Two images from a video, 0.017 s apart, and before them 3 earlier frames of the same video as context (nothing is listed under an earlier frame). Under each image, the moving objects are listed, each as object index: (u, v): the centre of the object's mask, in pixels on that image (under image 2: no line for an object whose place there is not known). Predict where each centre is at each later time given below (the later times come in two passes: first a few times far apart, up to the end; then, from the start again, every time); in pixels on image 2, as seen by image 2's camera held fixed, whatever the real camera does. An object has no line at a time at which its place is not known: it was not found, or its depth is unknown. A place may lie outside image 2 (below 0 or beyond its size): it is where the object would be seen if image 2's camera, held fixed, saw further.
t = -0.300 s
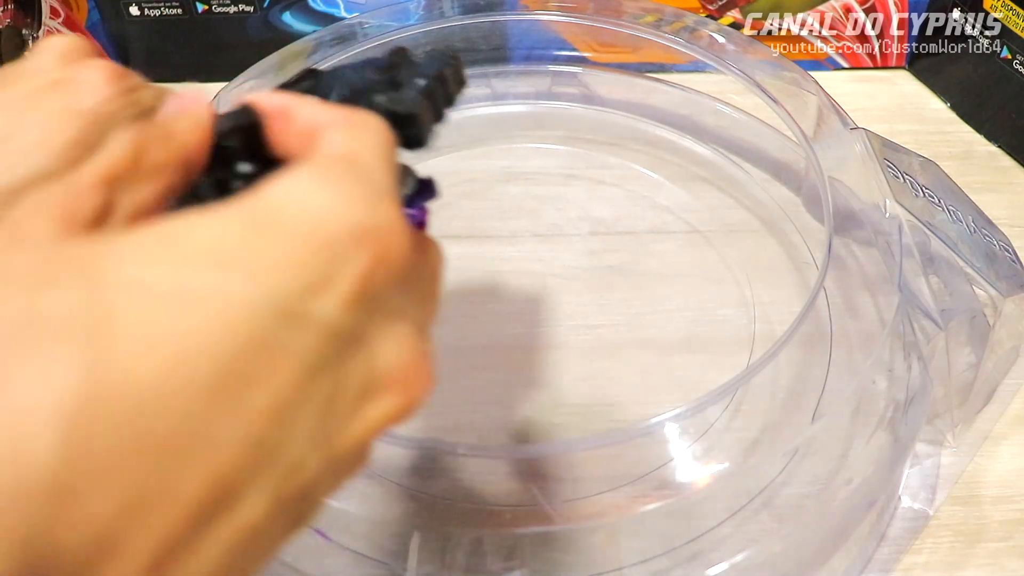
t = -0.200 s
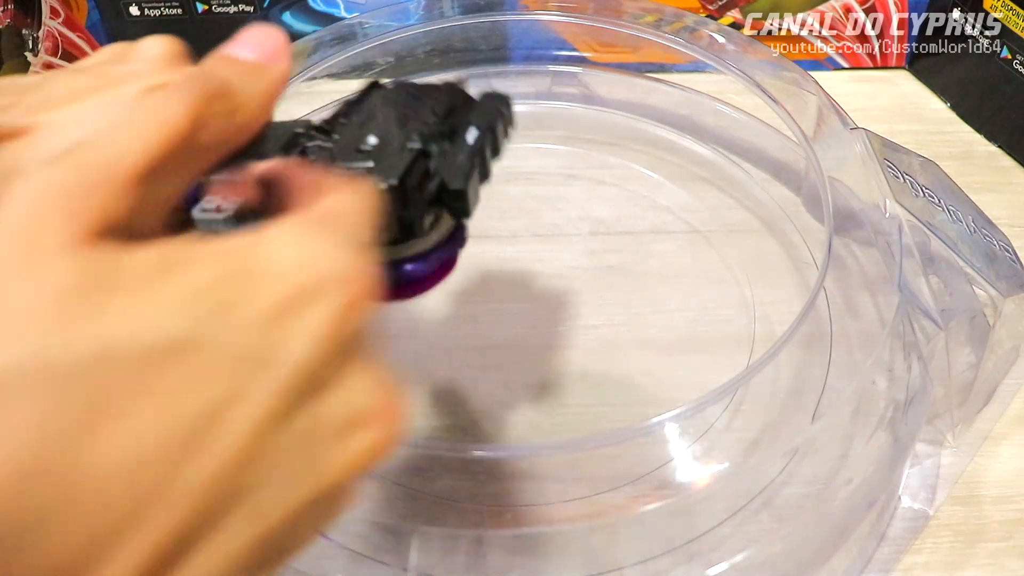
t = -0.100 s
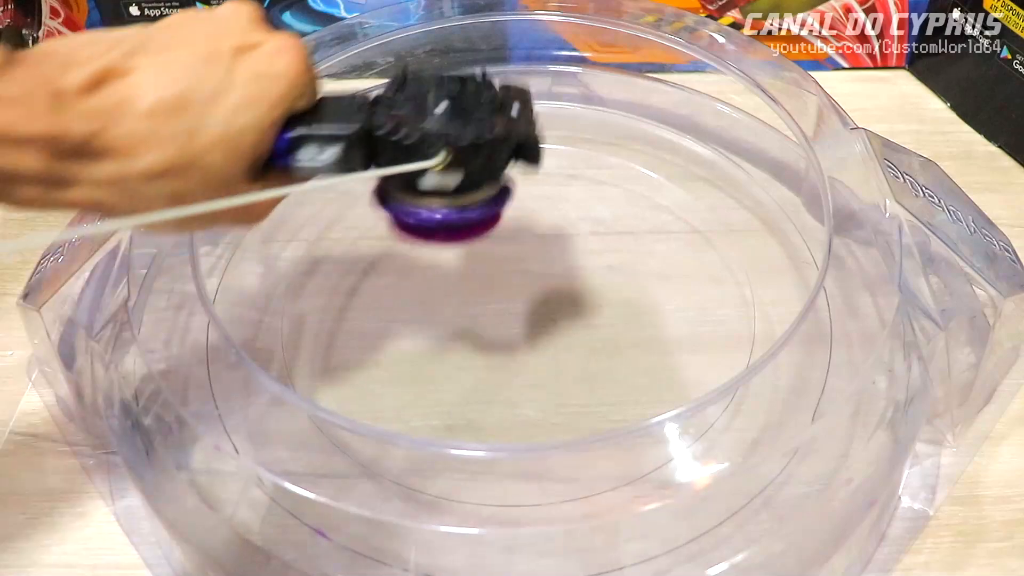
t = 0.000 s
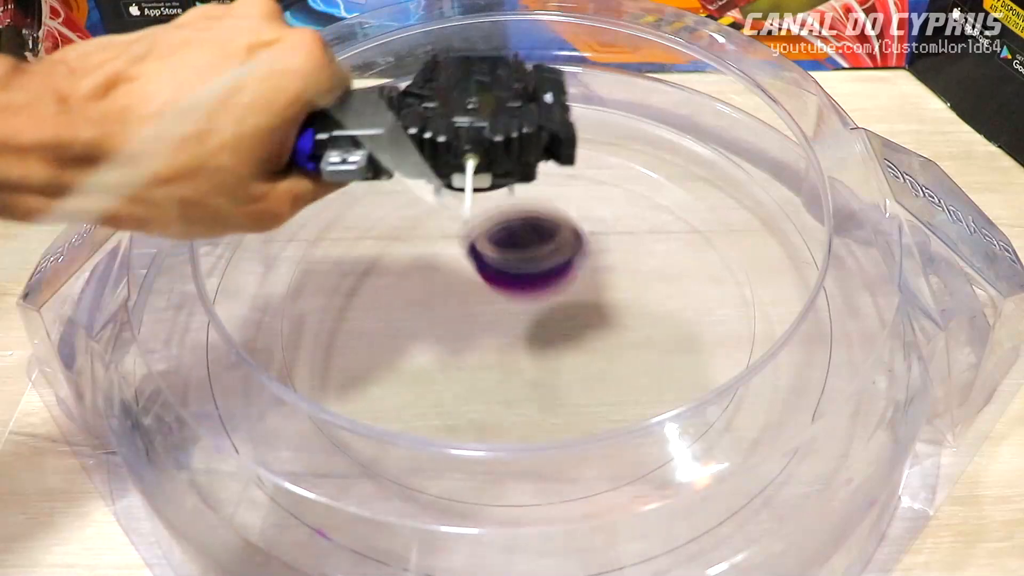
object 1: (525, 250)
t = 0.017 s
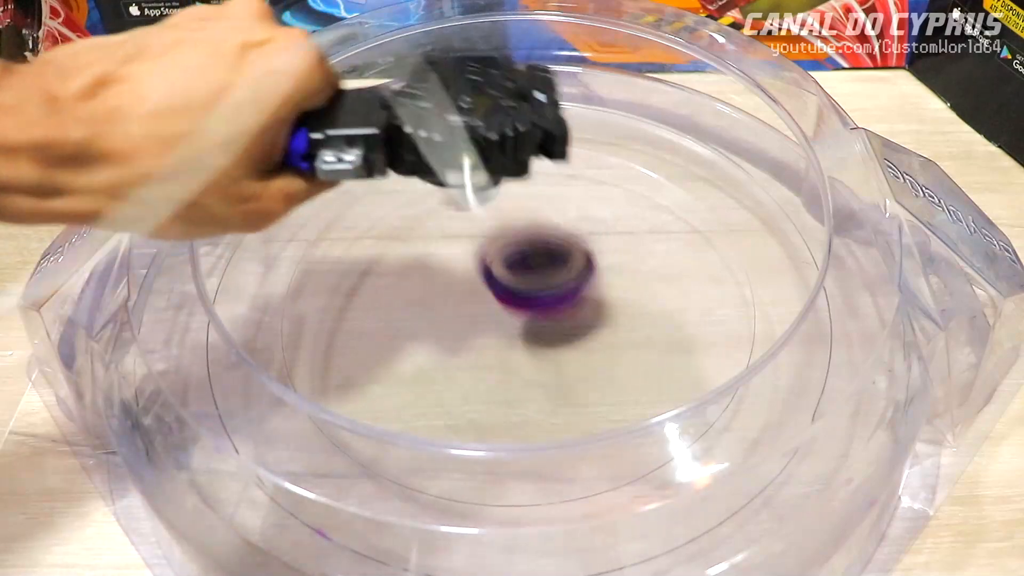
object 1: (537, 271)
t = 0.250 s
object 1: (594, 242)
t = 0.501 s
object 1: (510, 262)
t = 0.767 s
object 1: (473, 275)
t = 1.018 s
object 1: (473, 292)
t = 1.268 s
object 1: (485, 296)
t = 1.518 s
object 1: (494, 292)
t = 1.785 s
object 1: (504, 289)
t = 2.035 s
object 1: (513, 285)
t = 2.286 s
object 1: (520, 284)
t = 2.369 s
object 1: (521, 285)
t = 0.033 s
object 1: (548, 289)
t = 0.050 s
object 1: (555, 274)
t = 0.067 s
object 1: (561, 260)
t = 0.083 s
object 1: (568, 247)
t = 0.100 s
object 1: (575, 239)
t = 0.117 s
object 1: (582, 236)
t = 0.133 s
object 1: (588, 236)
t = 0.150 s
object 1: (594, 239)
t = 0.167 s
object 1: (600, 246)
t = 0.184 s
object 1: (600, 242)
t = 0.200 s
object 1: (598, 237)
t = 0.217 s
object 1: (597, 235)
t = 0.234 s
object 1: (595, 238)
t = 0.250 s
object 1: (594, 242)
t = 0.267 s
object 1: (589, 241)
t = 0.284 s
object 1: (584, 241)
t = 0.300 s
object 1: (579, 246)
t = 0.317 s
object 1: (573, 246)
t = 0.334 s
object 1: (568, 248)
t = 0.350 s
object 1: (561, 251)
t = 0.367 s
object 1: (555, 252)
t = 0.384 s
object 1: (548, 254)
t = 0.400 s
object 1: (542, 256)
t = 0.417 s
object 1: (536, 257)
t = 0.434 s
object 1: (530, 259)
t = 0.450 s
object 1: (524, 260)
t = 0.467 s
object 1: (519, 261)
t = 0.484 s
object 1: (514, 262)
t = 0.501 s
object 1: (510, 262)
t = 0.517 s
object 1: (506, 263)
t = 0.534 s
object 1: (503, 263)
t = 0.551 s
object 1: (499, 264)
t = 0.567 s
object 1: (496, 264)
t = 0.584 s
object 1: (493, 265)
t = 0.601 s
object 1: (491, 266)
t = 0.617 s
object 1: (488, 267)
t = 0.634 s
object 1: (486, 267)
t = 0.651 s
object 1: (484, 268)
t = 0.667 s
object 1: (482, 269)
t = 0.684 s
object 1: (480, 270)
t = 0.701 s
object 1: (478, 271)
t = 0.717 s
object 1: (477, 272)
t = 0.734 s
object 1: (475, 273)
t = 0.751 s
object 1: (474, 274)
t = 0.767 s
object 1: (473, 275)
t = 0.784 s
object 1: (472, 276)
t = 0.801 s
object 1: (471, 278)
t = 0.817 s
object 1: (471, 279)
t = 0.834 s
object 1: (470, 280)
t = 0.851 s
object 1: (470, 281)
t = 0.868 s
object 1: (470, 282)
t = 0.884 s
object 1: (469, 283)
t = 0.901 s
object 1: (469, 285)
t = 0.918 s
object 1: (469, 286)
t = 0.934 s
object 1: (470, 287)
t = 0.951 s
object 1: (470, 288)
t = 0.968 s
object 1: (471, 289)
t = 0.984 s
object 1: (471, 290)
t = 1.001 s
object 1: (472, 291)
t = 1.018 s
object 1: (473, 292)
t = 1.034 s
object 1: (474, 293)
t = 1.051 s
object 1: (474, 294)
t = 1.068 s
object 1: (475, 295)
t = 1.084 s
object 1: (476, 295)
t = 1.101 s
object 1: (477, 296)
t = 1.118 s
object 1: (478, 297)
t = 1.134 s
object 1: (479, 297)
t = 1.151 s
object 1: (479, 297)
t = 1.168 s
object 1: (480, 297)
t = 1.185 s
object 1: (481, 297)
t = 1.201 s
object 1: (482, 297)
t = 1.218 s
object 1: (483, 297)
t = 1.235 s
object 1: (483, 297)
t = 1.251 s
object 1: (484, 296)
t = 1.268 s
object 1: (485, 296)
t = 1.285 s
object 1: (485, 296)
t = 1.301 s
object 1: (486, 295)
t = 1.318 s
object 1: (486, 295)
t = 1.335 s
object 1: (487, 294)
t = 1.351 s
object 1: (488, 294)
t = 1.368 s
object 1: (488, 294)
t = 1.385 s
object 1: (489, 294)
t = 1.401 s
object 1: (490, 294)
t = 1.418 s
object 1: (490, 293)
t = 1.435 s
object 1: (491, 293)
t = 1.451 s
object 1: (492, 293)
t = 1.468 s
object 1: (492, 293)
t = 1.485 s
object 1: (493, 292)
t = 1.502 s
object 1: (494, 292)
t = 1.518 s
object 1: (494, 292)
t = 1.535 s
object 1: (495, 292)
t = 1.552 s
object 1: (496, 292)
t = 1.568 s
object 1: (497, 292)
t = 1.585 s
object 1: (497, 291)
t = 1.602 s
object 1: (498, 291)
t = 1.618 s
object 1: (499, 291)
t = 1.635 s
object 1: (499, 291)
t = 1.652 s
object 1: (500, 291)
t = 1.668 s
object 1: (501, 290)
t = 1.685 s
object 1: (501, 290)
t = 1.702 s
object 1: (502, 290)
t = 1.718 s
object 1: (502, 290)
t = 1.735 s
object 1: (503, 289)
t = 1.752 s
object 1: (503, 289)
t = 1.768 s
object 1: (504, 289)
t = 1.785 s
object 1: (504, 289)
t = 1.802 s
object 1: (505, 288)
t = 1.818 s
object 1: (505, 288)
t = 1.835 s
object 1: (506, 288)
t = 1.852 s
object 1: (506, 288)
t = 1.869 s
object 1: (507, 287)
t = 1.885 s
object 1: (508, 287)
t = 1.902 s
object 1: (508, 287)
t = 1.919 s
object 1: (509, 287)
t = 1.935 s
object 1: (509, 287)
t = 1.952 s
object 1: (510, 286)
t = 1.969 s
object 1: (511, 286)
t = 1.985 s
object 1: (511, 286)
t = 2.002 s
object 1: (512, 286)
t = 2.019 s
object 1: (512, 286)
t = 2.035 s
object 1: (513, 285)
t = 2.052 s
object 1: (513, 285)
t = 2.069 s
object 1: (514, 285)
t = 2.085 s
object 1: (515, 285)
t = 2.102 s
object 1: (515, 285)
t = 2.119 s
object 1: (516, 285)
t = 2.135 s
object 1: (516, 285)
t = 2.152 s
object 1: (517, 285)
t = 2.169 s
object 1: (517, 284)
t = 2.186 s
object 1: (517, 285)
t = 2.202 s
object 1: (518, 285)
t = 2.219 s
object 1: (518, 284)
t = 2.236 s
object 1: (518, 285)
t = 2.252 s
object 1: (519, 284)
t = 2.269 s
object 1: (519, 285)
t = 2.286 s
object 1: (520, 284)
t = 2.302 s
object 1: (520, 285)
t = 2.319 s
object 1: (520, 285)
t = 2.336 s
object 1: (521, 285)
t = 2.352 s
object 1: (521, 285)
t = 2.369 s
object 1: (521, 285)
